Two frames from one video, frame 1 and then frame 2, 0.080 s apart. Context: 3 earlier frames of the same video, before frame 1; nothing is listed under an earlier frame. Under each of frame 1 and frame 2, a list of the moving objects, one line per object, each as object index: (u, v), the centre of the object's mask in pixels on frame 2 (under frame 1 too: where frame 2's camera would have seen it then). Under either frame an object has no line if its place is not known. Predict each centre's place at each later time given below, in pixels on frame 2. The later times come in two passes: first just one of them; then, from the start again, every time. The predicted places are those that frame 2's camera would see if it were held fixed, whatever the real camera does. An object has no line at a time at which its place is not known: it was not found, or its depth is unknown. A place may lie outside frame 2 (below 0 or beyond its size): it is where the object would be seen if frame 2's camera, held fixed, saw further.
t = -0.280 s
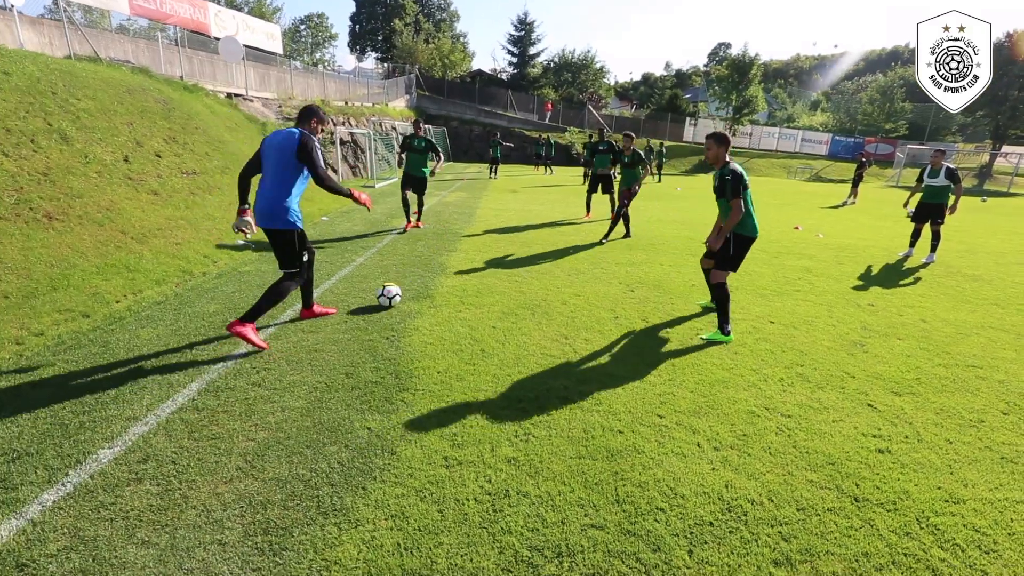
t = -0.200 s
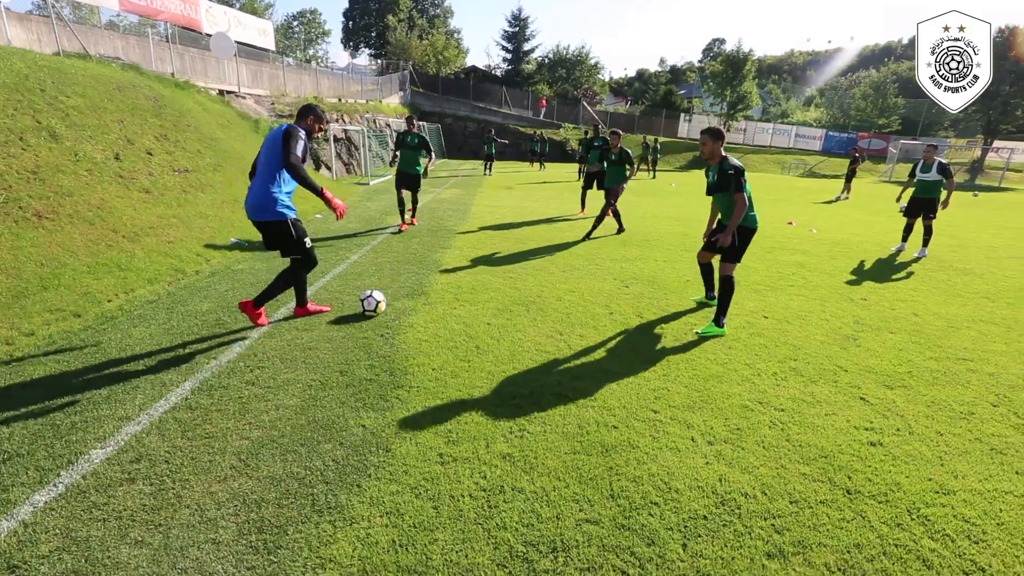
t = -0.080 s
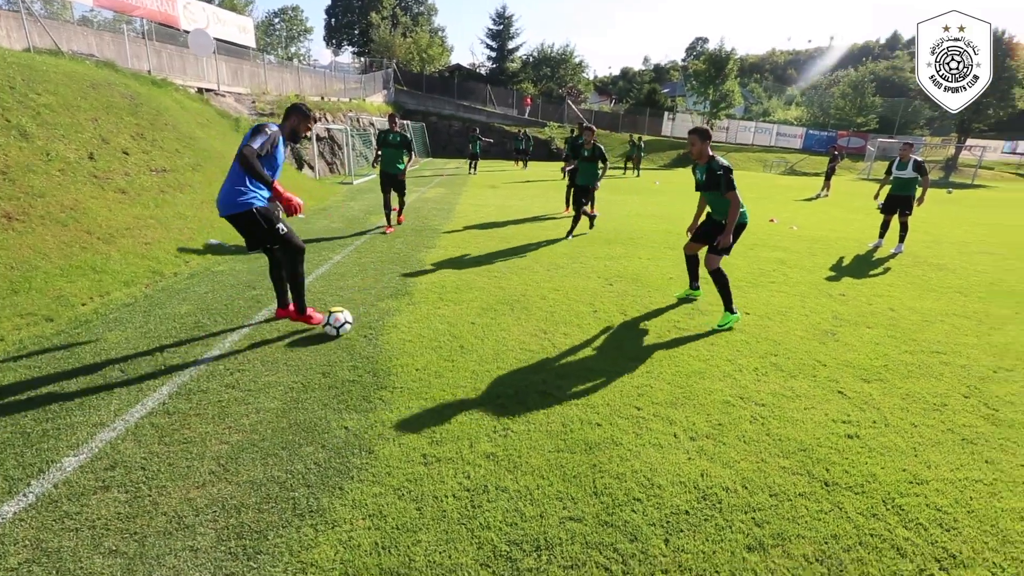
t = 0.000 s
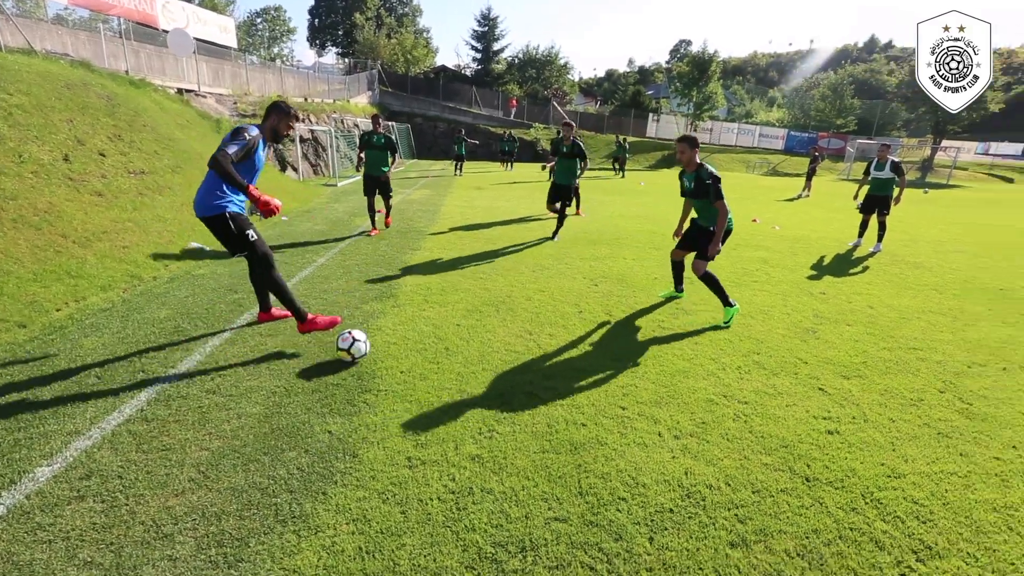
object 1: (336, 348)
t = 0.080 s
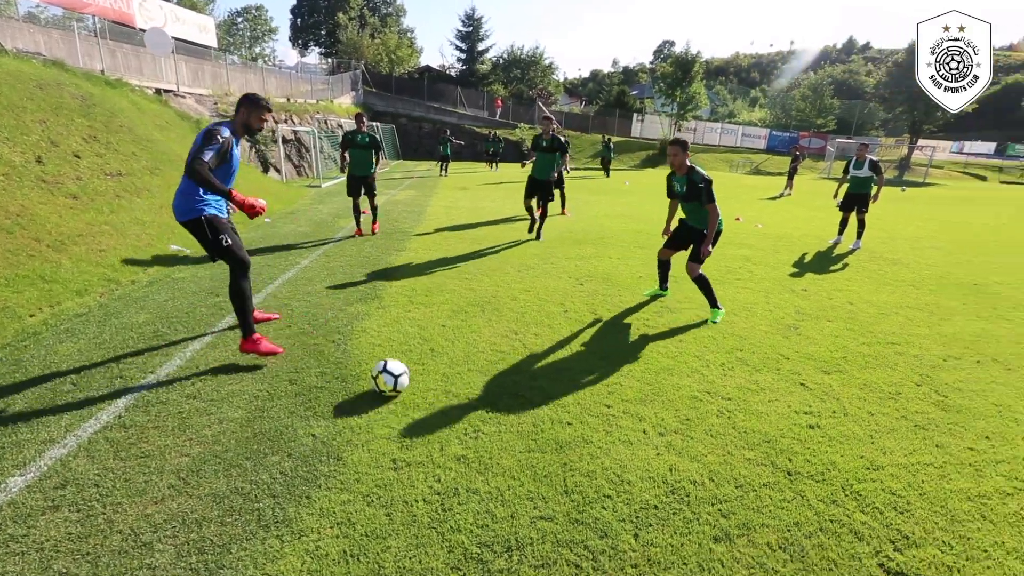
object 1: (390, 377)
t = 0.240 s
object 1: (522, 446)
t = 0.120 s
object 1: (420, 392)
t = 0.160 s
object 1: (452, 410)
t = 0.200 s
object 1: (487, 429)
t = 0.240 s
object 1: (522, 446)
